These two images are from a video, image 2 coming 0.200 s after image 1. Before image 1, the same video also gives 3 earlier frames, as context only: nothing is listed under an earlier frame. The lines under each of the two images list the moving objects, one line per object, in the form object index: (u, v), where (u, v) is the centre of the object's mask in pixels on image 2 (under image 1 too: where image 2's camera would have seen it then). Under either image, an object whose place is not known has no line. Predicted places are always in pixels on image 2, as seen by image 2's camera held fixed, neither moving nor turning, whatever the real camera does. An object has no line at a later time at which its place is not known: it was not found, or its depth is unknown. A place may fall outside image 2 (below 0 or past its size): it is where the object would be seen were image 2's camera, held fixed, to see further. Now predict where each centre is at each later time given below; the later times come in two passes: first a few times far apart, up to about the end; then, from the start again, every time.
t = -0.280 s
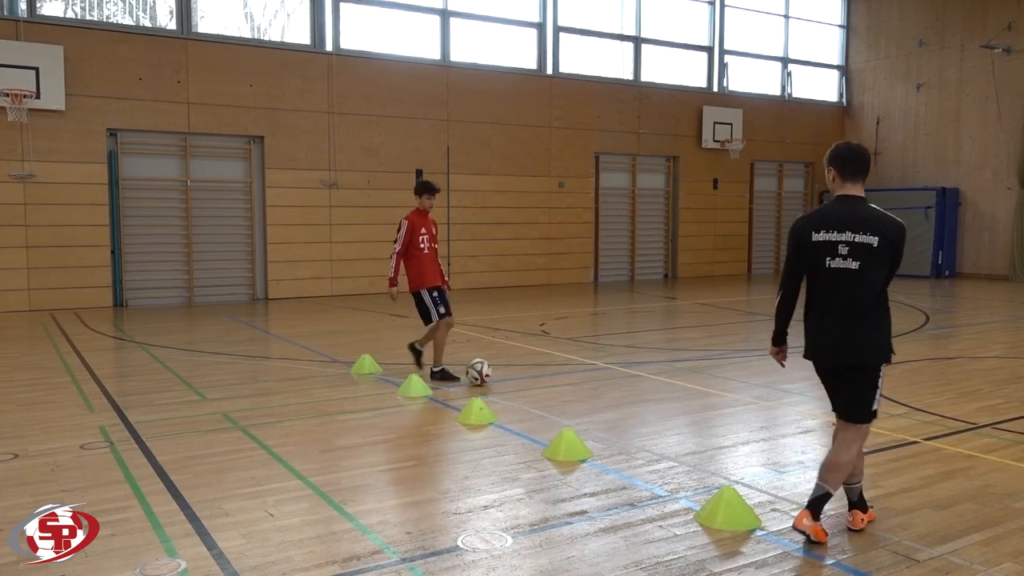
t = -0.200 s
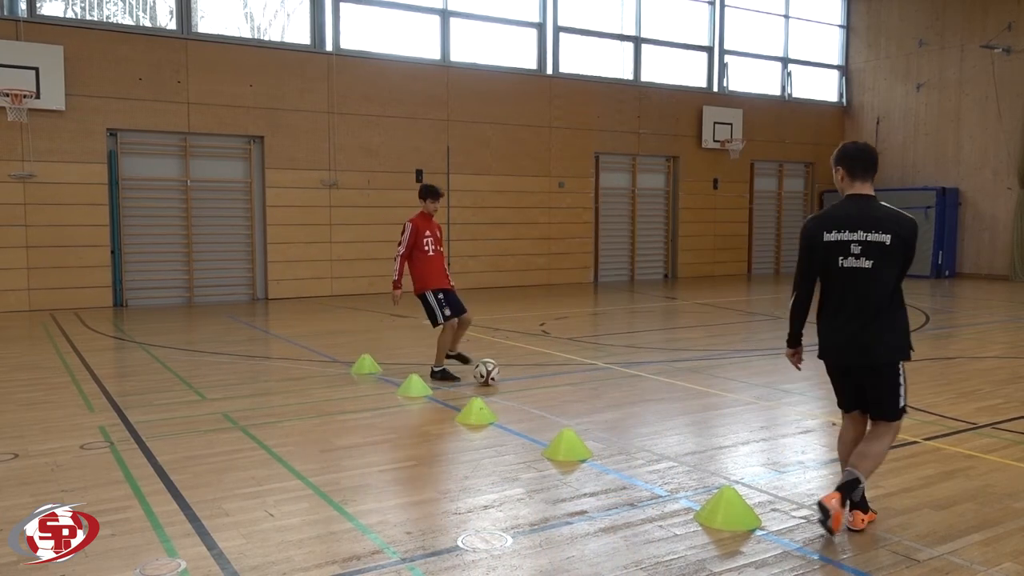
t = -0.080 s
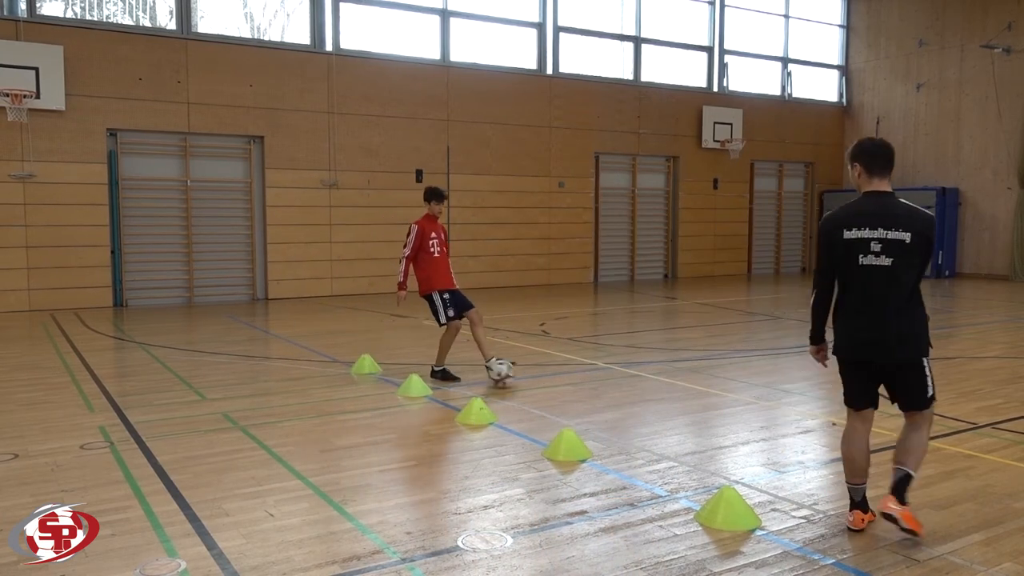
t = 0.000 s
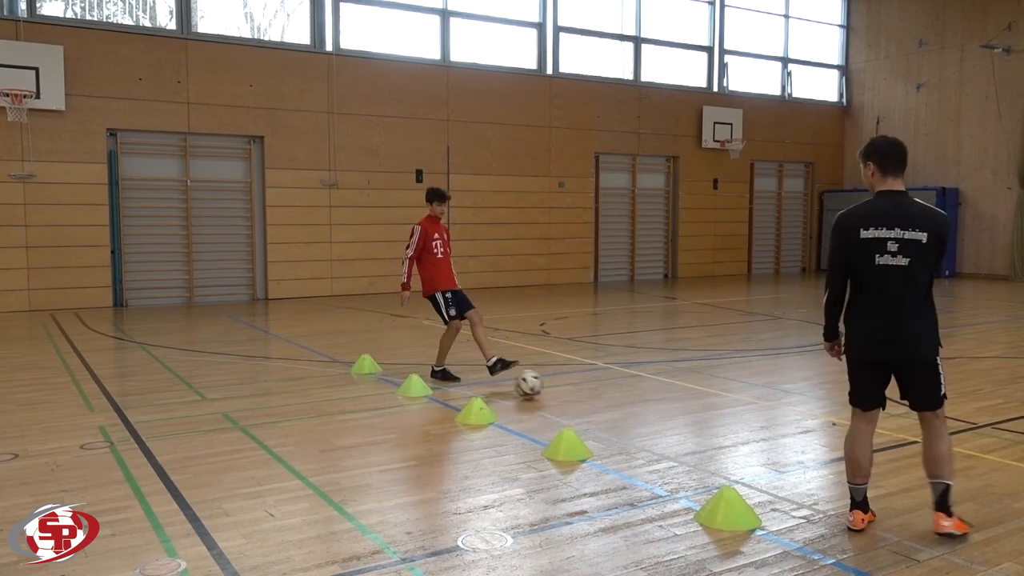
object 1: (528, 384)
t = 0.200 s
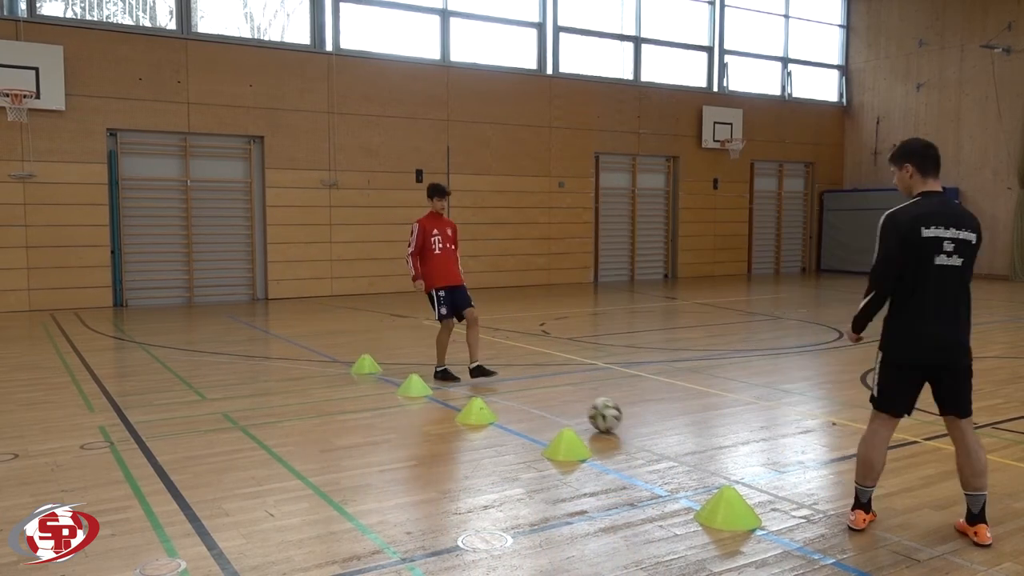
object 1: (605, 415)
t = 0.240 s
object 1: (621, 421)
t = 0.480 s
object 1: (736, 465)
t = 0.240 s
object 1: (621, 421)
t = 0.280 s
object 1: (639, 428)
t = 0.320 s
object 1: (656, 435)
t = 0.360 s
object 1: (675, 442)
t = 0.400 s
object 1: (695, 450)
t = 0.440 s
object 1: (715, 457)
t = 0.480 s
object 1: (736, 465)
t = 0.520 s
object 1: (757, 471)
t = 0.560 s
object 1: (778, 480)
